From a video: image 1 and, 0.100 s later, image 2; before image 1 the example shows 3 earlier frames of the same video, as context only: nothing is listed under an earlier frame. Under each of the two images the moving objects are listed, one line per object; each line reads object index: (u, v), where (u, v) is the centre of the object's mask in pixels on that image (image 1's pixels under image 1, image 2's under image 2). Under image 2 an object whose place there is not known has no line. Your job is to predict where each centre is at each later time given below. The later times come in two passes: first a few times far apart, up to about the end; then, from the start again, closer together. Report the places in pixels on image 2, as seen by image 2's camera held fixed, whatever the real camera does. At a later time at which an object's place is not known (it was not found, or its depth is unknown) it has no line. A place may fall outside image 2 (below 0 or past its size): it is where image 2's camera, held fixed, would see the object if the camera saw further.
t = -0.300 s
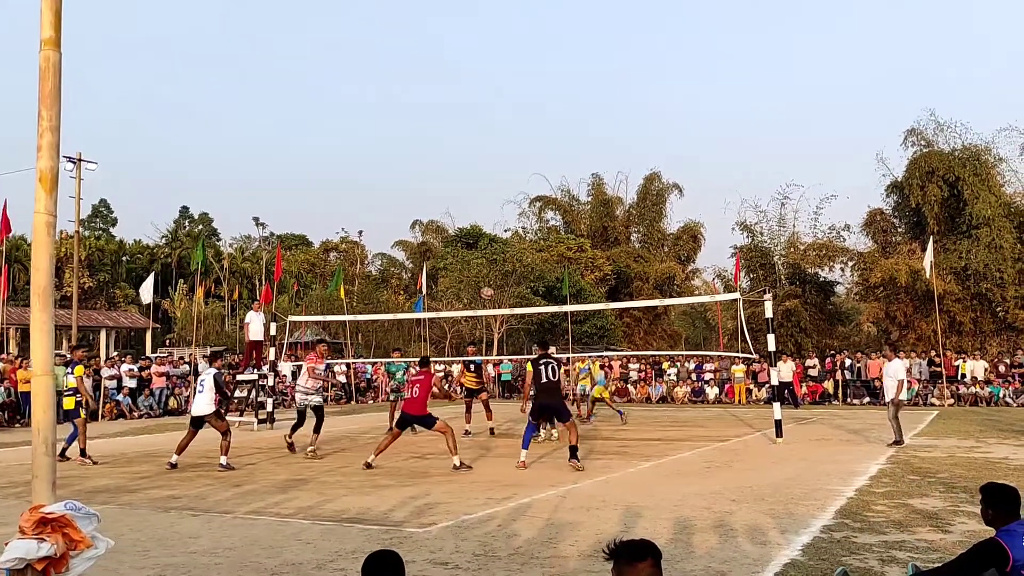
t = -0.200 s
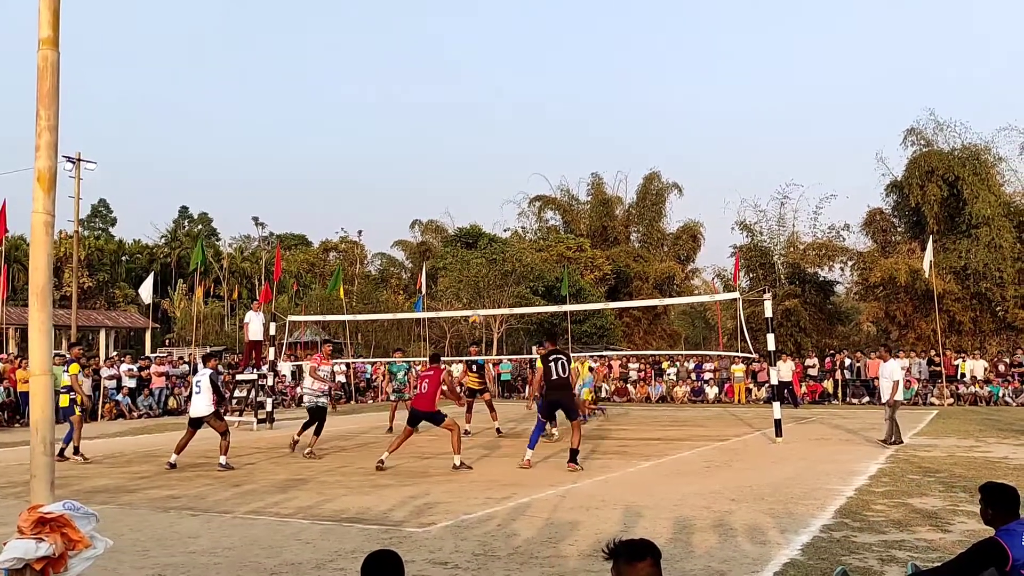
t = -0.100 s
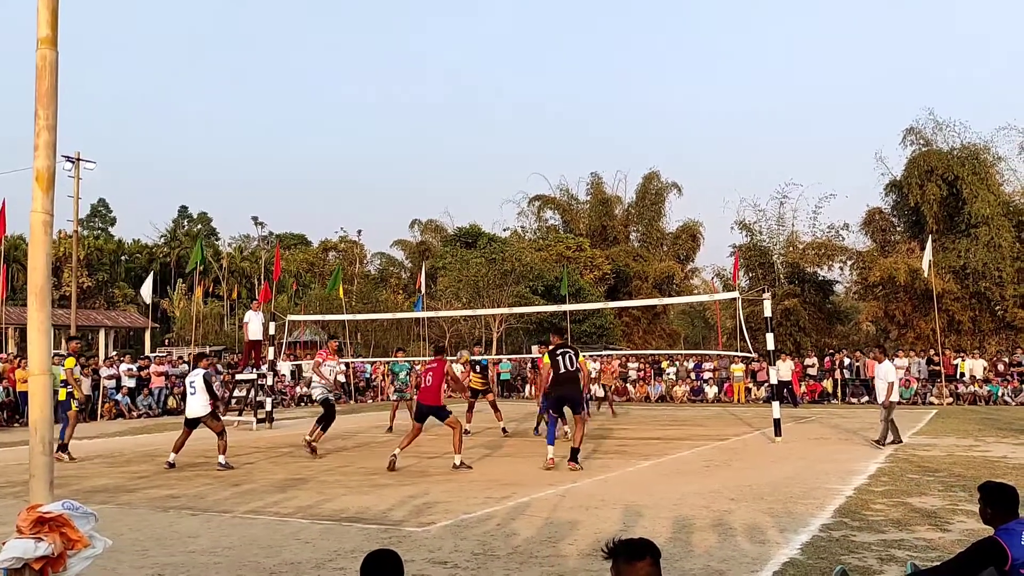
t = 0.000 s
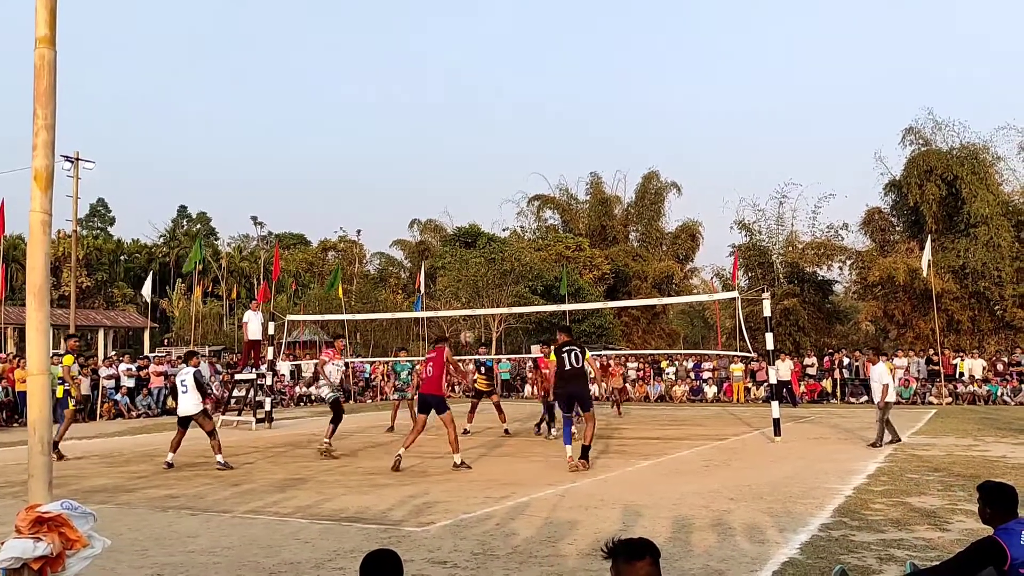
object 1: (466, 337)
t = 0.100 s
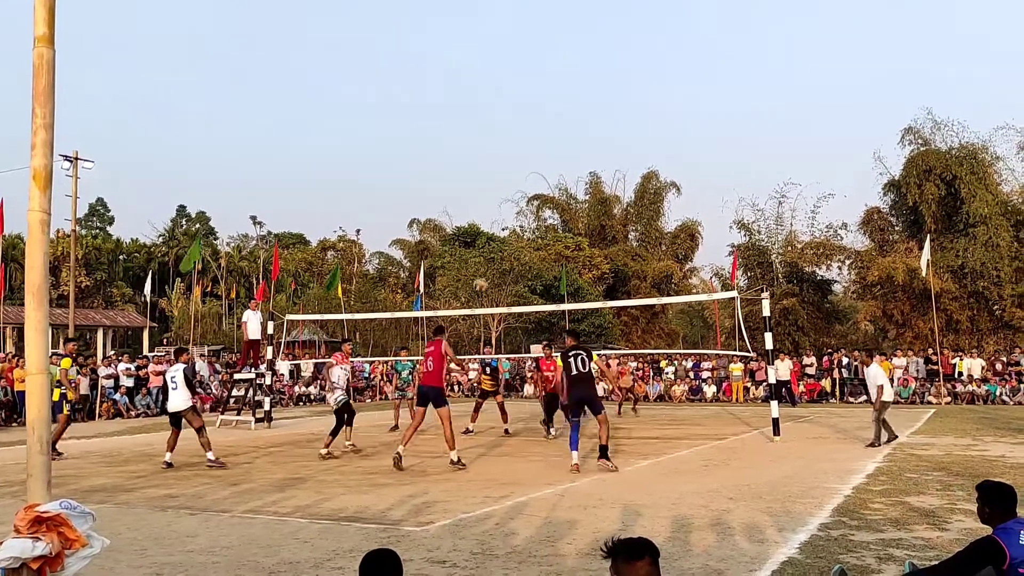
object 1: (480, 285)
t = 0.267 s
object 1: (502, 219)
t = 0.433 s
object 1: (522, 175)
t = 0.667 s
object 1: (547, 146)
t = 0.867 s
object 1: (567, 148)
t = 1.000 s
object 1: (580, 163)
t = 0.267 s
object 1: (502, 219)
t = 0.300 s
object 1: (506, 208)
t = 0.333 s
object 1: (510, 199)
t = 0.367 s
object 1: (514, 190)
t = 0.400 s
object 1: (518, 181)
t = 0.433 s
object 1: (522, 175)
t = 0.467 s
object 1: (525, 169)
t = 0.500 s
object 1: (529, 163)
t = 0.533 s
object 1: (532, 158)
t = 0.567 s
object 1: (536, 154)
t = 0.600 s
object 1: (540, 151)
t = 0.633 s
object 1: (543, 148)
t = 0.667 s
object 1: (547, 146)
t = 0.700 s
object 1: (550, 145)
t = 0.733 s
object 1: (553, 144)
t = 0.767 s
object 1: (557, 144)
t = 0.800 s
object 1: (560, 145)
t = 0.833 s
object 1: (563, 147)
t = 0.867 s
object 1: (567, 148)
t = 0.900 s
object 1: (570, 151)
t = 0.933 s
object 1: (573, 154)
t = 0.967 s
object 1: (577, 158)
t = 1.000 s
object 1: (580, 163)
